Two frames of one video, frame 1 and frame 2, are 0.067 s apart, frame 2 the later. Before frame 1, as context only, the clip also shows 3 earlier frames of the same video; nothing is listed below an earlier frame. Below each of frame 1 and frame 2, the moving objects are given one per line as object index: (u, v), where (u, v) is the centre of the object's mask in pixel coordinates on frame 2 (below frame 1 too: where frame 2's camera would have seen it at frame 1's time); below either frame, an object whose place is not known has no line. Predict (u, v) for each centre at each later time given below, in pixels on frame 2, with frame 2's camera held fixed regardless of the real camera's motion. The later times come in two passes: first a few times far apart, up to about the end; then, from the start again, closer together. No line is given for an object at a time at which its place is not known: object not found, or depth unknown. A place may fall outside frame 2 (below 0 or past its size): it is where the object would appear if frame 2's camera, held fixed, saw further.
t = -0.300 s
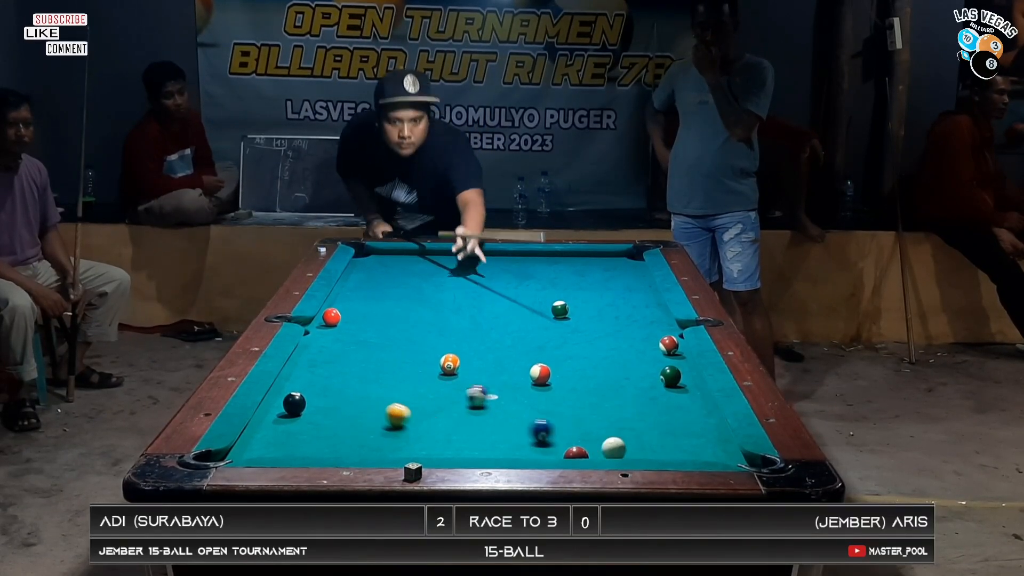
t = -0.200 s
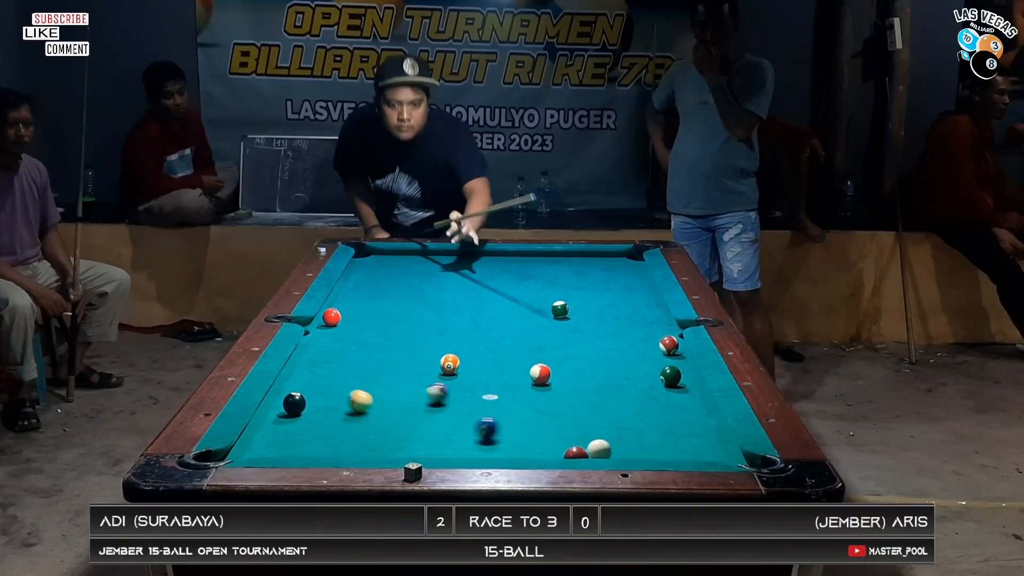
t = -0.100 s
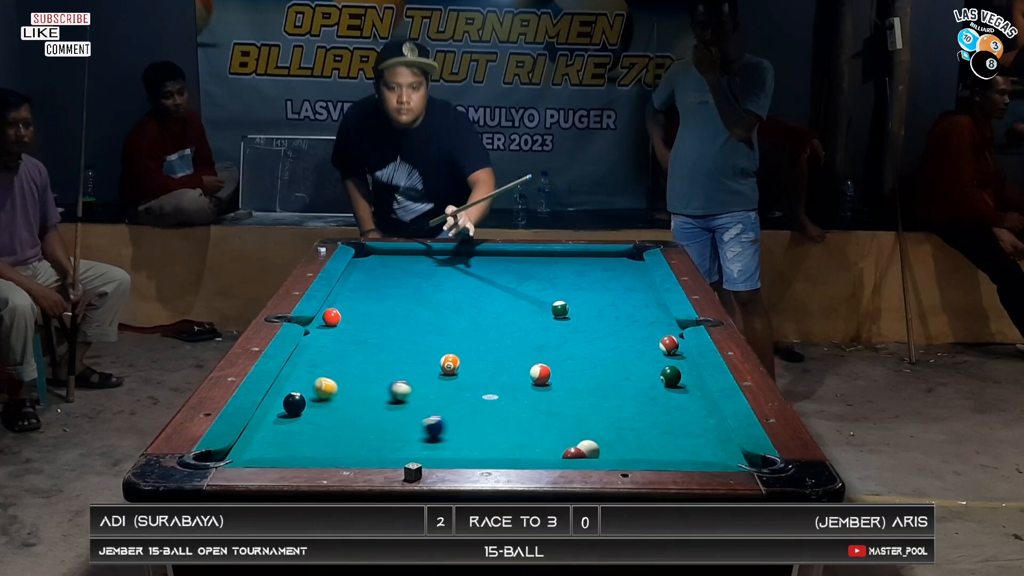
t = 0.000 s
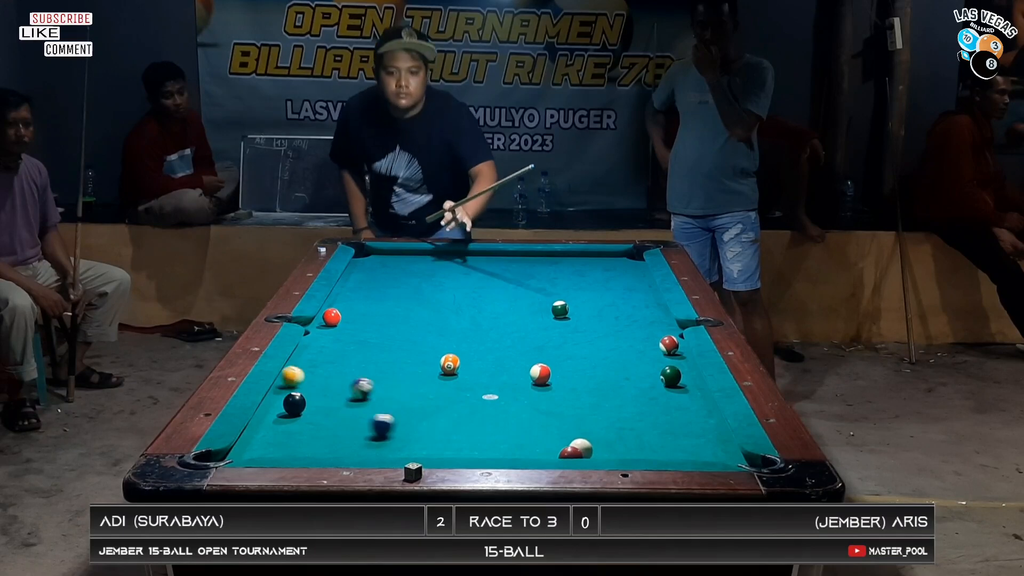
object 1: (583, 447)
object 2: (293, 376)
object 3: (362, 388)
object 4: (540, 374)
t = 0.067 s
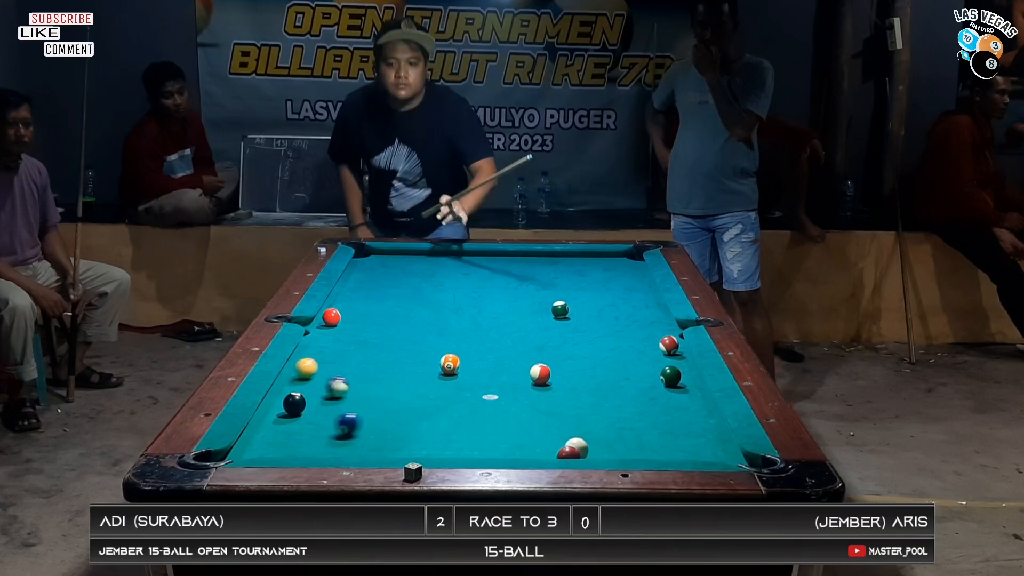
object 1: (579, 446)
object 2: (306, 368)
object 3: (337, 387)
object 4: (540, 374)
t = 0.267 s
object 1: (565, 442)
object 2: (365, 347)
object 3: (297, 383)
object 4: (540, 374)
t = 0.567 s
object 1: (552, 441)
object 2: (437, 320)
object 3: (368, 380)
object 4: (540, 374)
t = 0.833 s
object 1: (546, 441)
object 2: (491, 301)
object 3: (426, 378)
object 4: (540, 374)
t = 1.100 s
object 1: (545, 441)
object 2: (536, 285)
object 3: (480, 376)
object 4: (540, 374)
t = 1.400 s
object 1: (545, 441)
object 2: (578, 269)
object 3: (522, 375)
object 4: (549, 373)
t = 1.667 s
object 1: (545, 441)
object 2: (610, 257)
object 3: (531, 375)
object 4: (575, 372)
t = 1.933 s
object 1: (545, 441)
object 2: (629, 255)
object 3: (535, 376)
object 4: (597, 372)
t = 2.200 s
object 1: (545, 441)
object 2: (598, 254)
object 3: (535, 376)
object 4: (615, 372)
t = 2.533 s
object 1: (545, 442)
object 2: (563, 254)
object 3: (535, 376)
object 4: (632, 373)
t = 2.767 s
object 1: (545, 441)
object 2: (541, 254)
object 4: (640, 373)
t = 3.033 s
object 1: (545, 442)
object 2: (519, 255)
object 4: (646, 374)
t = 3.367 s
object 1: (545, 441)
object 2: (494, 254)
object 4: (649, 374)
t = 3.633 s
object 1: (545, 441)
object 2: (477, 254)
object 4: (649, 374)
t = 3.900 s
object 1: (545, 441)
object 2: (463, 254)
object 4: (649, 374)
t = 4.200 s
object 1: (545, 441)
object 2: (449, 254)
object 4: (649, 374)
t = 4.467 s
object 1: (545, 441)
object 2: (440, 254)
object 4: (649, 374)
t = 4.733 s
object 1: (545, 442)
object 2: (433, 254)
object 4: (649, 374)
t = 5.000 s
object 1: (545, 441)
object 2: (428, 254)
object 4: (649, 374)
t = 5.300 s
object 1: (545, 441)
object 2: (427, 254)
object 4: (649, 374)
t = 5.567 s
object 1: (545, 442)
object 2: (427, 254)
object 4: (649, 374)
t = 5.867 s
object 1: (545, 441)
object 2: (428, 254)
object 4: (649, 374)
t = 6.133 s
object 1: (545, 442)
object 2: (428, 254)
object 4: (649, 374)
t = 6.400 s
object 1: (545, 442)
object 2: (428, 254)
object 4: (649, 374)
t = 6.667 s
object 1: (545, 441)
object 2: (428, 254)
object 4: (649, 374)
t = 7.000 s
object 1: (545, 441)
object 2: (428, 254)
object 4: (649, 374)
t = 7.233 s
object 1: (545, 441)
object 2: (428, 254)
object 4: (649, 374)
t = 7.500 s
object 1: (545, 441)
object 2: (428, 254)
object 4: (649, 374)
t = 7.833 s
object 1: (545, 441)
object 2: (428, 254)
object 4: (649, 374)
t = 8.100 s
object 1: (545, 441)
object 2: (428, 254)
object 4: (649, 374)
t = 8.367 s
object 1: (545, 441)
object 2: (428, 254)
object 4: (649, 374)
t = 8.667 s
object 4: (649, 374)
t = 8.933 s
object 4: (649, 374)
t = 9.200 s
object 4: (649, 374)
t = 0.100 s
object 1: (576, 445)
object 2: (317, 364)
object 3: (325, 385)
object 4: (540, 374)
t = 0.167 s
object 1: (572, 444)
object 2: (336, 357)
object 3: (301, 384)
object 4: (540, 374)
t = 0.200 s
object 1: (570, 443)
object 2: (346, 354)
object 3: (291, 381)
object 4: (540, 374)
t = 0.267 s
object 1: (565, 442)
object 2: (365, 347)
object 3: (297, 383)
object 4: (540, 374)
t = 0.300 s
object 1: (563, 442)
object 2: (374, 344)
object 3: (304, 383)
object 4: (540, 374)
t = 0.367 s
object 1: (560, 441)
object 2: (391, 337)
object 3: (321, 381)
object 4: (540, 374)
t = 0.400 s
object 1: (558, 441)
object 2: (399, 335)
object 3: (329, 381)
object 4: (540, 374)
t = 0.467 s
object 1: (556, 441)
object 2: (415, 329)
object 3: (345, 381)
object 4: (540, 374)
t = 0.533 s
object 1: (553, 441)
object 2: (430, 323)
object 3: (360, 380)
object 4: (540, 374)
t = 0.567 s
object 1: (552, 441)
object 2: (437, 320)
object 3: (368, 380)
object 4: (540, 374)
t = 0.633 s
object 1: (550, 442)
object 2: (451, 315)
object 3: (383, 380)
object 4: (540, 374)
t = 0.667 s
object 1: (549, 442)
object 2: (458, 313)
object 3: (391, 379)
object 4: (540, 374)
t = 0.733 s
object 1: (548, 442)
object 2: (472, 308)
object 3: (406, 379)
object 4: (540, 374)
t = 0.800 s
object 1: (547, 442)
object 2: (484, 303)
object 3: (419, 379)
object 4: (540, 374)
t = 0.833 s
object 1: (546, 441)
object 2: (491, 301)
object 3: (426, 378)
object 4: (540, 374)
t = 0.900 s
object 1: (546, 441)
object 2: (502, 296)
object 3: (440, 378)
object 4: (540, 374)
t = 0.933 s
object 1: (545, 441)
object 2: (508, 294)
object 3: (447, 377)
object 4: (540, 374)
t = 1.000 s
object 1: (545, 441)
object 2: (520, 290)
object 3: (461, 376)
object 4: (540, 374)
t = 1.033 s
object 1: (545, 441)
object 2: (525, 288)
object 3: (467, 376)
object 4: (540, 374)
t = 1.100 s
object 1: (545, 441)
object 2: (536, 285)
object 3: (480, 376)
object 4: (540, 374)
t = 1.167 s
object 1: (545, 441)
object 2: (546, 281)
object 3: (492, 375)
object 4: (540, 374)
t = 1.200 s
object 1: (545, 441)
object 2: (551, 279)
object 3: (498, 376)
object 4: (540, 374)
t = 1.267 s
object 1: (545, 441)
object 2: (560, 276)
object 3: (509, 375)
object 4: (540, 374)
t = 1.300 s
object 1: (545, 441)
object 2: (565, 273)
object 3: (515, 375)
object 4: (540, 374)
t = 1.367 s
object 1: (545, 441)
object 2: (574, 270)
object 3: (521, 375)
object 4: (546, 374)
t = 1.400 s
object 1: (545, 441)
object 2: (578, 269)
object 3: (522, 375)
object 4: (549, 373)
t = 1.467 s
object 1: (545, 441)
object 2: (587, 265)
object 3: (524, 375)
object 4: (556, 373)
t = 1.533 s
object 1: (545, 441)
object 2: (594, 262)
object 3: (527, 375)
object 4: (563, 373)
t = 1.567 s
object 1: (545, 441)
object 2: (598, 261)
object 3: (528, 375)
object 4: (566, 373)
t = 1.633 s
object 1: (545, 441)
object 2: (606, 258)
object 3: (530, 375)
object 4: (572, 373)
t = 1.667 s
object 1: (545, 441)
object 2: (610, 257)
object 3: (531, 375)
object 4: (575, 372)
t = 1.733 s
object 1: (545, 441)
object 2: (617, 254)
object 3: (532, 375)
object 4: (581, 372)
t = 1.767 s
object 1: (545, 441)
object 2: (621, 253)
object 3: (533, 376)
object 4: (584, 372)
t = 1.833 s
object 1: (545, 441)
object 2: (633, 254)
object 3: (534, 376)
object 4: (589, 372)
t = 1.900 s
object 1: (545, 441)
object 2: (633, 255)
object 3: (535, 376)
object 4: (594, 372)
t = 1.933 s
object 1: (545, 441)
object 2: (629, 255)
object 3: (535, 376)
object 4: (597, 372)
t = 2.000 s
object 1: (545, 441)
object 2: (621, 255)
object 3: (535, 376)
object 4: (602, 372)
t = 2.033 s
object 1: (545, 441)
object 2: (617, 255)
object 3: (535, 376)
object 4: (604, 372)
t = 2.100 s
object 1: (545, 441)
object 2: (609, 254)
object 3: (535, 376)
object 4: (609, 372)
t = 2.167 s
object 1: (545, 441)
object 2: (602, 254)
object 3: (535, 376)
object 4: (613, 372)
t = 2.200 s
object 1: (545, 441)
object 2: (598, 254)
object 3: (535, 376)
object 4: (615, 372)
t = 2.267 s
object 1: (545, 441)
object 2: (591, 254)
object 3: (535, 376)
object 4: (619, 372)
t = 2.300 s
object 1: (545, 442)
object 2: (587, 254)
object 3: (535, 376)
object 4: (621, 372)
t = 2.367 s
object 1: (545, 441)
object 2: (580, 254)
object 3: (535, 376)
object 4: (624, 373)
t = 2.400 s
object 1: (545, 441)
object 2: (577, 254)
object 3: (535, 376)
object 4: (626, 372)
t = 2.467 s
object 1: (545, 441)
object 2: (570, 254)
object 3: (535, 376)
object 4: (629, 372)
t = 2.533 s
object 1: (545, 442)
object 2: (563, 254)
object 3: (535, 376)
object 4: (632, 373)
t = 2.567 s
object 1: (545, 442)
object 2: (560, 254)
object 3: (535, 376)
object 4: (634, 373)
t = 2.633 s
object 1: (545, 441)
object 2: (554, 255)
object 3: (535, 376)
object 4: (636, 373)
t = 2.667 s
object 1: (545, 442)
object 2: (551, 255)
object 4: (637, 373)
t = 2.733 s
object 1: (545, 442)
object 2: (544, 254)
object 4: (640, 373)
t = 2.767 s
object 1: (545, 441)
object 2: (541, 254)
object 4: (640, 373)
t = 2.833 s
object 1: (545, 441)
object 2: (536, 254)
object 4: (642, 373)
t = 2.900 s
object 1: (545, 442)
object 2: (530, 254)
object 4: (644, 374)
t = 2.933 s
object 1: (545, 442)
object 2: (527, 255)
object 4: (645, 373)
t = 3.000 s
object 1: (545, 442)
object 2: (522, 255)
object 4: (646, 374)
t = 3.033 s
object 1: (545, 442)
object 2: (519, 255)
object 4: (646, 374)
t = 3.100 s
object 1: (545, 442)
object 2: (514, 254)
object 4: (647, 374)
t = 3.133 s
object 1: (545, 441)
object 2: (511, 254)
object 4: (648, 374)
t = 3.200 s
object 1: (545, 441)
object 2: (506, 254)
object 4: (649, 374)
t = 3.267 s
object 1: (545, 441)
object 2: (501, 254)
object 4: (649, 374)
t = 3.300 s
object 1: (545, 441)
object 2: (499, 254)
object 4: (649, 374)
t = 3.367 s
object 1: (545, 441)
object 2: (494, 254)
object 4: (649, 374)
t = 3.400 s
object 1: (545, 441)
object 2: (492, 254)
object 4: (649, 374)
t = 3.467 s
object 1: (545, 441)
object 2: (488, 254)
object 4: (649, 374)
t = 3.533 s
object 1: (545, 441)
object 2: (484, 254)
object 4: (649, 374)
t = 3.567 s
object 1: (545, 441)
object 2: (482, 254)
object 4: (649, 374)
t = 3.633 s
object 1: (545, 441)
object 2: (477, 254)
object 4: (649, 374)
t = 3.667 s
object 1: (545, 442)
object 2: (476, 254)
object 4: (649, 374)
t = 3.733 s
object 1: (545, 441)
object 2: (472, 254)
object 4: (649, 374)
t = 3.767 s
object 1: (545, 441)
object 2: (470, 254)
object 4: (649, 374)
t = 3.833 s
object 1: (545, 441)
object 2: (466, 254)
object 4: (649, 374)
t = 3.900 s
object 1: (545, 441)
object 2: (463, 254)
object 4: (649, 374)
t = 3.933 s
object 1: (545, 441)
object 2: (461, 254)
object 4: (649, 374)
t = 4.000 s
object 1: (545, 441)
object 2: (458, 254)
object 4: (649, 374)
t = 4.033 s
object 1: (545, 441)
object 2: (457, 254)
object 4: (649, 374)
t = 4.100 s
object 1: (545, 441)
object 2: (454, 254)
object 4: (649, 374)
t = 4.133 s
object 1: (545, 441)
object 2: (452, 254)
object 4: (649, 374)
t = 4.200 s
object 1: (545, 441)
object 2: (449, 254)
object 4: (649, 374)
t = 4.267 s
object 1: (545, 441)
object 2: (447, 254)
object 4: (649, 374)
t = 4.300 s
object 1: (545, 441)
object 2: (446, 254)
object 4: (649, 374)
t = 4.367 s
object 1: (545, 442)
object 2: (443, 254)
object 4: (649, 374)
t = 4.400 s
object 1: (545, 441)
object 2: (442, 254)
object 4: (649, 374)
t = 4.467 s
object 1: (545, 441)
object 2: (440, 254)
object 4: (649, 374)
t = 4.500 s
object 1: (545, 441)
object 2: (439, 254)
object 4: (649, 374)
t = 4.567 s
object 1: (545, 441)
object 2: (437, 254)
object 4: (649, 374)
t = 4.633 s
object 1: (545, 441)
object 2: (435, 254)
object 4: (649, 374)
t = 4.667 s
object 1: (545, 442)
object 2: (434, 254)
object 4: (649, 374)
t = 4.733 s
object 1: (545, 442)
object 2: (433, 254)
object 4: (649, 374)
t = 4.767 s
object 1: (545, 441)
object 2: (432, 254)
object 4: (649, 374)
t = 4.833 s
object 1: (545, 442)
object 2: (431, 254)
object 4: (649, 374)
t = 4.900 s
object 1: (545, 441)
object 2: (429, 254)
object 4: (649, 374)
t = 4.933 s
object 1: (545, 441)
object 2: (429, 254)
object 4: (649, 374)
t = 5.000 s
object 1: (545, 441)
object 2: (428, 254)
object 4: (649, 374)
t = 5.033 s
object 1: (545, 441)
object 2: (428, 254)
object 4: (649, 374)
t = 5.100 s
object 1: (545, 441)
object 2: (427, 254)
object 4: (649, 374)
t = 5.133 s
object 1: (545, 441)
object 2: (427, 254)
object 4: (649, 374)
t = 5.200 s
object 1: (545, 441)
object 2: (427, 254)
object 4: (649, 374)
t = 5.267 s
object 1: (545, 441)
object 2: (427, 254)
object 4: (649, 374)
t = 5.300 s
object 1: (545, 441)
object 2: (427, 254)
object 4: (649, 374)
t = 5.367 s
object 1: (545, 441)
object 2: (427, 254)
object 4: (649, 374)
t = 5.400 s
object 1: (545, 441)
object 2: (427, 254)
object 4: (649, 374)
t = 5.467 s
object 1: (545, 442)
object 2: (427, 254)
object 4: (649, 374)
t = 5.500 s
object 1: (545, 441)
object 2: (427, 254)
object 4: (649, 374)
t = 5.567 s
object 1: (545, 442)
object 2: (427, 254)
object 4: (649, 374)
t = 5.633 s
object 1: (545, 441)
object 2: (427, 254)
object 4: (649, 374)
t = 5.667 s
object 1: (545, 441)
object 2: (427, 254)
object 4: (649, 374)
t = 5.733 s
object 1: (545, 441)
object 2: (427, 254)
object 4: (649, 374)
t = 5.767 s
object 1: (545, 441)
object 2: (428, 254)
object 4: (649, 374)
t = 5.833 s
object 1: (545, 441)
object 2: (428, 254)
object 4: (649, 374)
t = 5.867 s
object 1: (545, 441)
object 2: (428, 254)
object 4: (649, 374)
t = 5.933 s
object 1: (545, 441)
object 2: (428, 254)
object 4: (649, 374)
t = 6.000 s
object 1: (545, 441)
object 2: (428, 254)
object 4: (649, 374)
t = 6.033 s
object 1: (545, 441)
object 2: (428, 254)
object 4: (649, 374)
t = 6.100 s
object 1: (545, 441)
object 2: (428, 254)
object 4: (649, 374)
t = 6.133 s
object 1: (545, 442)
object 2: (428, 254)
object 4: (649, 374)
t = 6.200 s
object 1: (545, 441)
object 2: (428, 254)
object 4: (649, 374)
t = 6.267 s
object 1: (545, 441)
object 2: (428, 254)
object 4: (649, 374)
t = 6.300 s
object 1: (545, 441)
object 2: (428, 254)
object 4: (649, 374)
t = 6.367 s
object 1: (545, 441)
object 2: (428, 254)
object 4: (649, 374)
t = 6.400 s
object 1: (545, 442)
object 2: (428, 254)
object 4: (649, 374)
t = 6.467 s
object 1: (545, 442)
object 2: (428, 254)
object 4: (649, 374)
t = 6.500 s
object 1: (545, 442)
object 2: (428, 254)
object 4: (649, 374)
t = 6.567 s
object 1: (545, 442)
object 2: (428, 254)
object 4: (649, 374)
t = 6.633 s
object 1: (545, 441)
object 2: (428, 254)
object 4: (649, 374)
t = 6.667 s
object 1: (545, 441)
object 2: (428, 254)
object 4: (649, 374)
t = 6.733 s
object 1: (545, 441)
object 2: (428, 254)
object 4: (649, 374)
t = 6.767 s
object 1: (545, 441)
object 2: (428, 254)
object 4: (649, 374)
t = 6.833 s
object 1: (545, 441)
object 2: (428, 254)
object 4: (649, 374)
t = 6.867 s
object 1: (545, 442)
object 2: (428, 254)
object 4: (649, 374)
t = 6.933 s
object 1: (545, 441)
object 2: (428, 254)
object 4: (649, 374)
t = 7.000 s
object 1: (545, 441)
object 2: (428, 254)
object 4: (649, 374)
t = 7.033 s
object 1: (545, 441)
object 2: (428, 254)
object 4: (649, 374)
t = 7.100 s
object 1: (545, 441)
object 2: (428, 254)
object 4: (649, 374)
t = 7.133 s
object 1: (545, 441)
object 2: (428, 254)
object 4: (649, 374)
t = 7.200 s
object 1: (545, 441)
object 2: (428, 254)
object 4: (649, 374)
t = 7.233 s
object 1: (545, 441)
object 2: (428, 254)
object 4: (649, 374)
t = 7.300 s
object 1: (545, 441)
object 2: (428, 254)
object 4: (649, 374)
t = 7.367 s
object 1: (545, 441)
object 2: (428, 254)
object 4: (649, 374)
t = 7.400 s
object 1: (545, 441)
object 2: (428, 254)
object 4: (649, 374)
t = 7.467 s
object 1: (545, 441)
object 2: (428, 254)
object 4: (649, 374)
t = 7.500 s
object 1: (545, 441)
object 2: (428, 254)
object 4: (649, 374)
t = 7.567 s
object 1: (545, 441)
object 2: (428, 254)
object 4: (649, 374)
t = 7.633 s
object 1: (545, 441)
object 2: (428, 254)
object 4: (649, 374)
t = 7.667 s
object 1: (545, 441)
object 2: (428, 254)
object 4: (649, 374)
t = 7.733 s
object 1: (545, 441)
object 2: (428, 254)
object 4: (649, 374)
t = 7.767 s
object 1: (545, 441)
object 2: (428, 254)
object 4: (649, 374)
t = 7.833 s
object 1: (545, 441)
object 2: (428, 254)
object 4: (649, 374)
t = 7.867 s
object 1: (545, 441)
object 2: (428, 254)
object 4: (649, 374)
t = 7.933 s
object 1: (545, 441)
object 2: (428, 254)
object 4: (649, 374)
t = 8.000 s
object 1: (545, 441)
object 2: (428, 254)
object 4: (649, 374)
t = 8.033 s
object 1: (545, 441)
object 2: (428, 254)
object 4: (649, 374)
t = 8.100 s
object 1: (545, 441)
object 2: (428, 254)
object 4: (649, 374)
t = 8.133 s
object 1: (545, 441)
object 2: (428, 254)
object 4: (649, 374)
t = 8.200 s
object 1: (545, 441)
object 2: (428, 254)
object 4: (649, 374)
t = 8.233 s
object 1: (545, 441)
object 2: (428, 254)
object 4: (649, 374)
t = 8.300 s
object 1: (545, 441)
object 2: (428, 254)
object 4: (649, 374)
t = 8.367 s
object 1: (545, 441)
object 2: (428, 254)
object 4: (649, 374)
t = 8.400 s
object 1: (545, 441)
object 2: (430, 253)
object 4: (649, 374)
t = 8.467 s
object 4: (649, 374)
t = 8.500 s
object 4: (649, 374)
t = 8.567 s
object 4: (649, 374)
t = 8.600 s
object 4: (649, 374)
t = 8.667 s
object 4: (649, 374)
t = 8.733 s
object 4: (649, 374)
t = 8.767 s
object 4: (649, 374)
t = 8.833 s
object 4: (649, 374)
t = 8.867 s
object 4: (649, 374)
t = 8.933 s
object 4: (649, 374)
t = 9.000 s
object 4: (649, 374)
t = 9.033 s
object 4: (649, 374)
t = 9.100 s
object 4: (649, 374)
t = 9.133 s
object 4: (649, 374)
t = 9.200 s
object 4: (649, 374)
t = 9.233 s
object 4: (649, 374)
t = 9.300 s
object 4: (649, 374)
